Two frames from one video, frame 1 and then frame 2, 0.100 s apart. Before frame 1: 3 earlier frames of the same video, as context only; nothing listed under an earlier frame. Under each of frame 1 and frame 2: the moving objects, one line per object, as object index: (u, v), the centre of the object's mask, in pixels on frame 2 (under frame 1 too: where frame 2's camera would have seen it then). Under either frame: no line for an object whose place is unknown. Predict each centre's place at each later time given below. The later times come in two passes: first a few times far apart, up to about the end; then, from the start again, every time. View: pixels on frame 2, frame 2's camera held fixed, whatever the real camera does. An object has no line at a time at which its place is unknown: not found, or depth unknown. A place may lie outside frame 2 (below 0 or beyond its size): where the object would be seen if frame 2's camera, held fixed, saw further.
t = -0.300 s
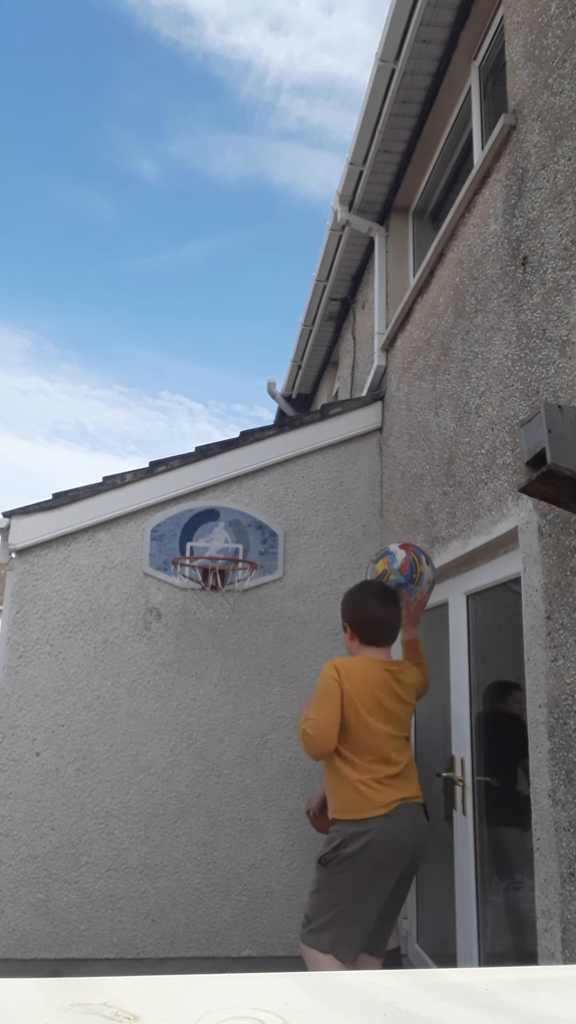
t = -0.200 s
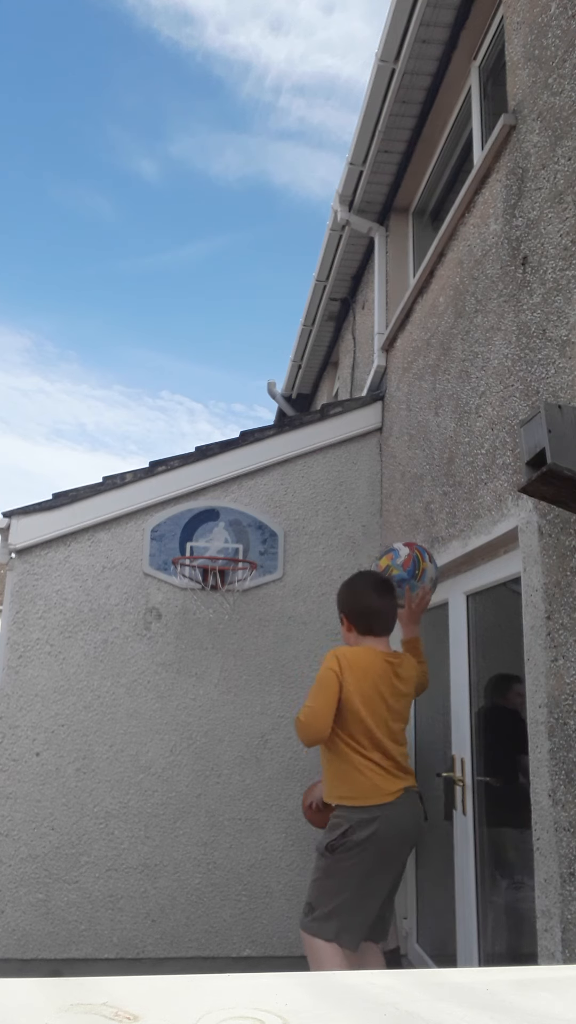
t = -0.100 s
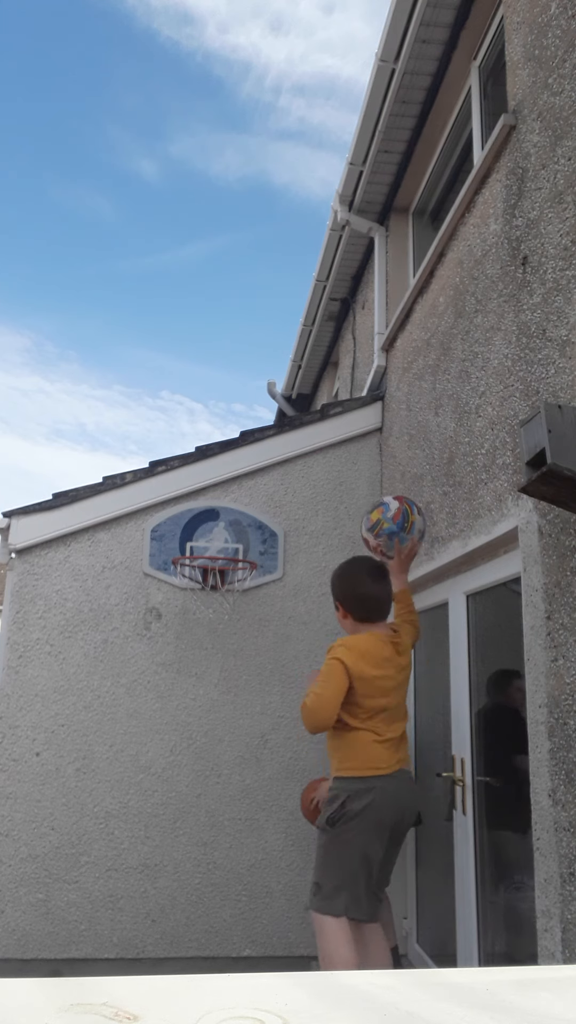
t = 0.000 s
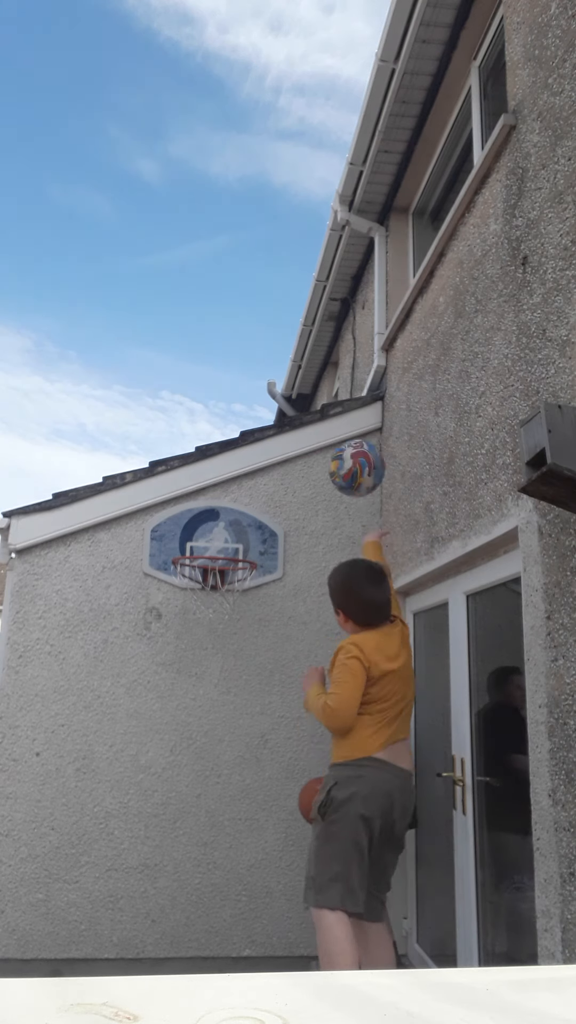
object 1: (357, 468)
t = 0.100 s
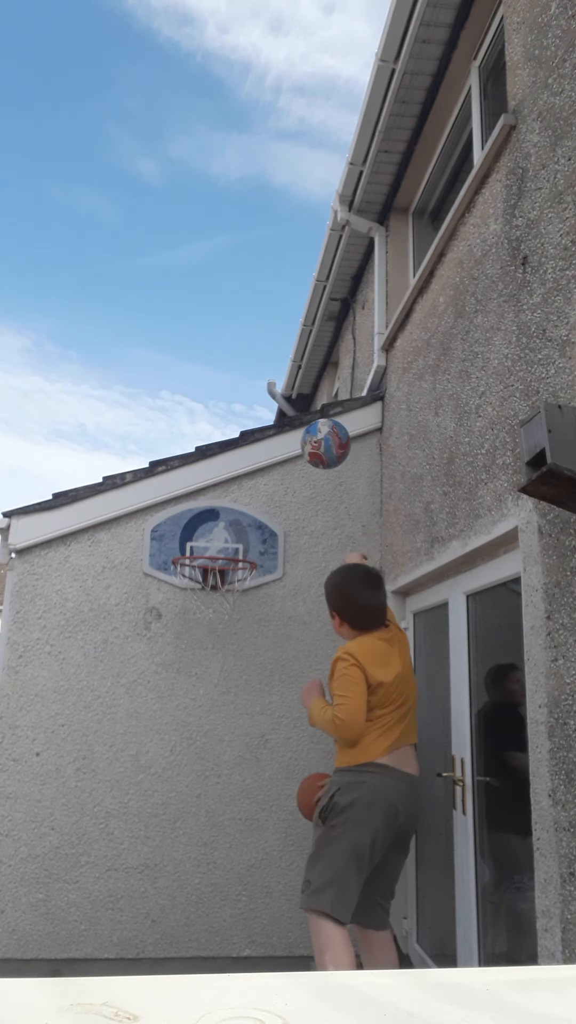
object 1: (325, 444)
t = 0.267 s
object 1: (289, 455)
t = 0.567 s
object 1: (245, 549)
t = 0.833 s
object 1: (267, 543)
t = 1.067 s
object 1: (281, 628)
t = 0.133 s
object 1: (317, 442)
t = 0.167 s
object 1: (309, 442)
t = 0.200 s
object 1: (302, 445)
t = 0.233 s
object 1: (295, 449)
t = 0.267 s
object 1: (289, 455)
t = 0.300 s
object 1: (283, 462)
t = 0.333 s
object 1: (277, 471)
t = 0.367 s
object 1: (272, 481)
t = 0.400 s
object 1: (267, 492)
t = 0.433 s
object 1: (262, 503)
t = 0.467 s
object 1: (258, 517)
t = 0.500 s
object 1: (252, 532)
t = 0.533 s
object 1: (245, 546)
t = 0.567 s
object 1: (245, 549)
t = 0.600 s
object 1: (249, 547)
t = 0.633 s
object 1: (251, 543)
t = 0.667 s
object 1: (254, 540)
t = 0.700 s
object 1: (257, 537)
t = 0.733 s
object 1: (260, 537)
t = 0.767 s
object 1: (262, 537)
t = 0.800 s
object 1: (264, 539)
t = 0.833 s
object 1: (267, 543)
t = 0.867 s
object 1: (269, 549)
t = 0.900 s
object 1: (271, 557)
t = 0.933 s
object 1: (273, 567)
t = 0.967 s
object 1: (275, 579)
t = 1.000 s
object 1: (277, 593)
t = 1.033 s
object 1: (279, 609)
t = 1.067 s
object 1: (281, 628)
